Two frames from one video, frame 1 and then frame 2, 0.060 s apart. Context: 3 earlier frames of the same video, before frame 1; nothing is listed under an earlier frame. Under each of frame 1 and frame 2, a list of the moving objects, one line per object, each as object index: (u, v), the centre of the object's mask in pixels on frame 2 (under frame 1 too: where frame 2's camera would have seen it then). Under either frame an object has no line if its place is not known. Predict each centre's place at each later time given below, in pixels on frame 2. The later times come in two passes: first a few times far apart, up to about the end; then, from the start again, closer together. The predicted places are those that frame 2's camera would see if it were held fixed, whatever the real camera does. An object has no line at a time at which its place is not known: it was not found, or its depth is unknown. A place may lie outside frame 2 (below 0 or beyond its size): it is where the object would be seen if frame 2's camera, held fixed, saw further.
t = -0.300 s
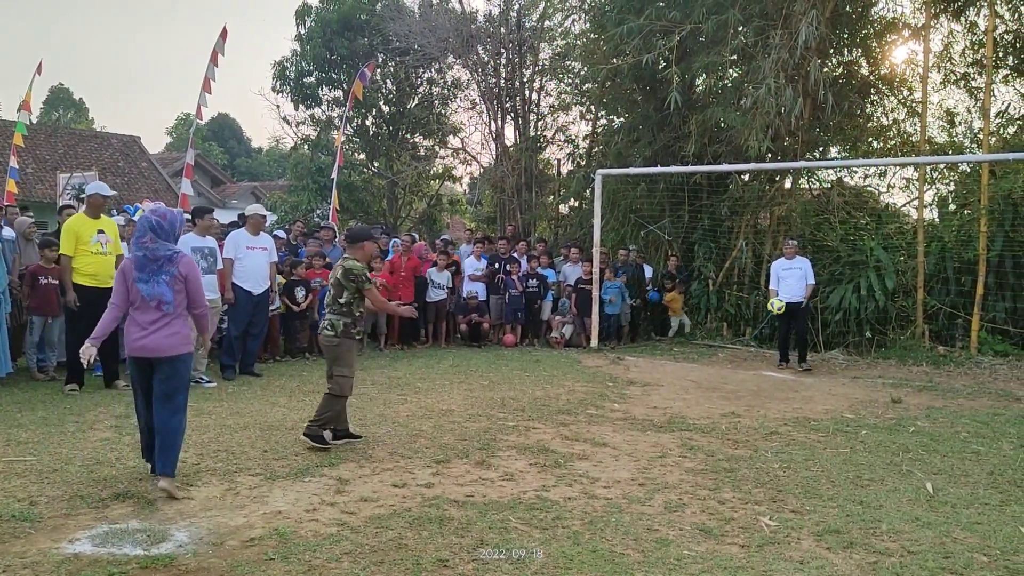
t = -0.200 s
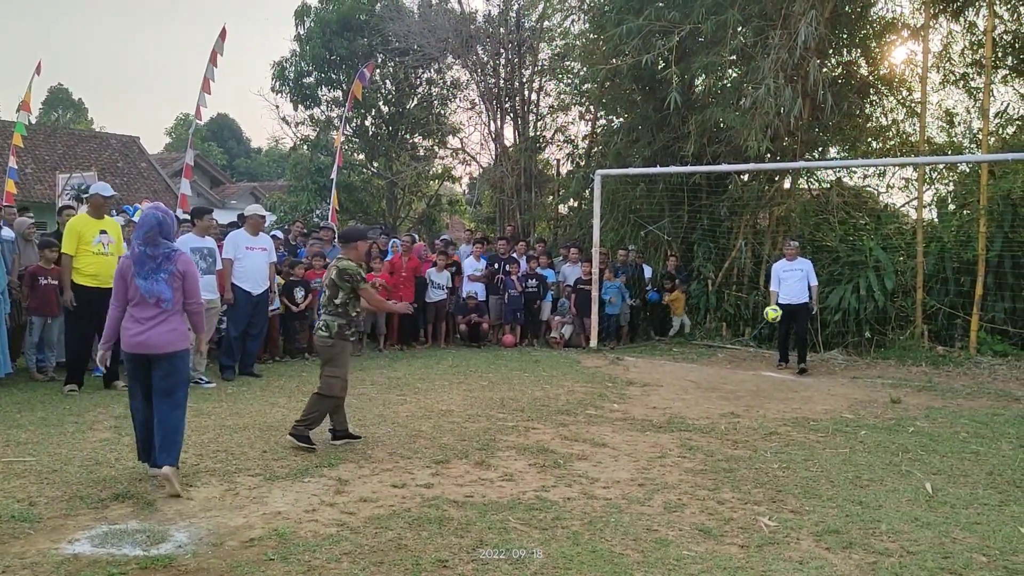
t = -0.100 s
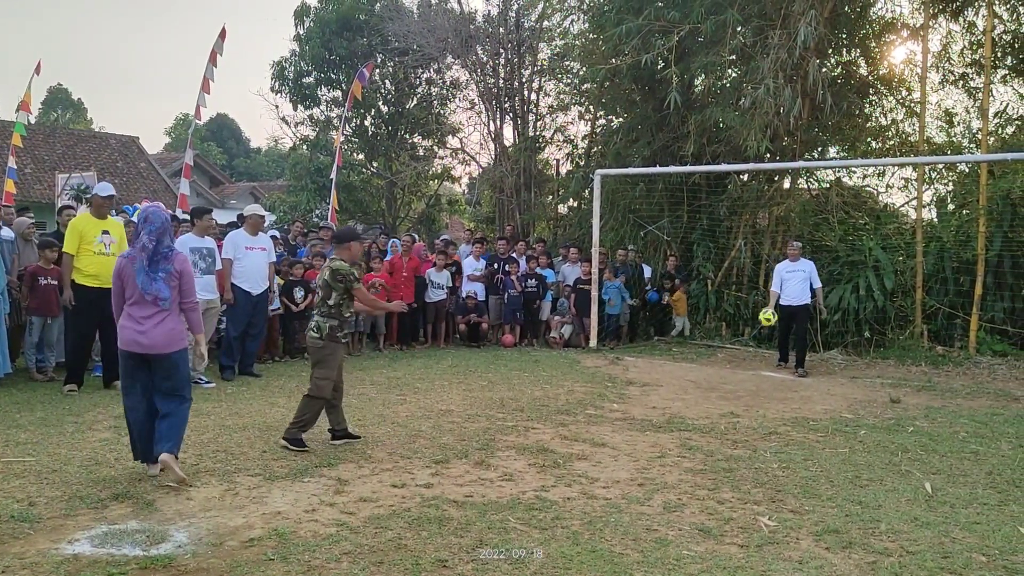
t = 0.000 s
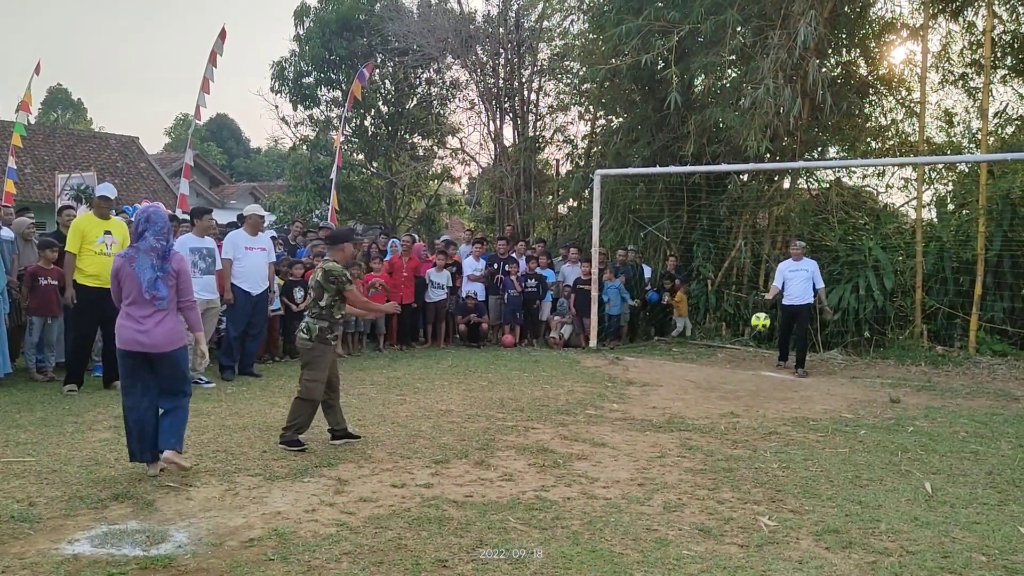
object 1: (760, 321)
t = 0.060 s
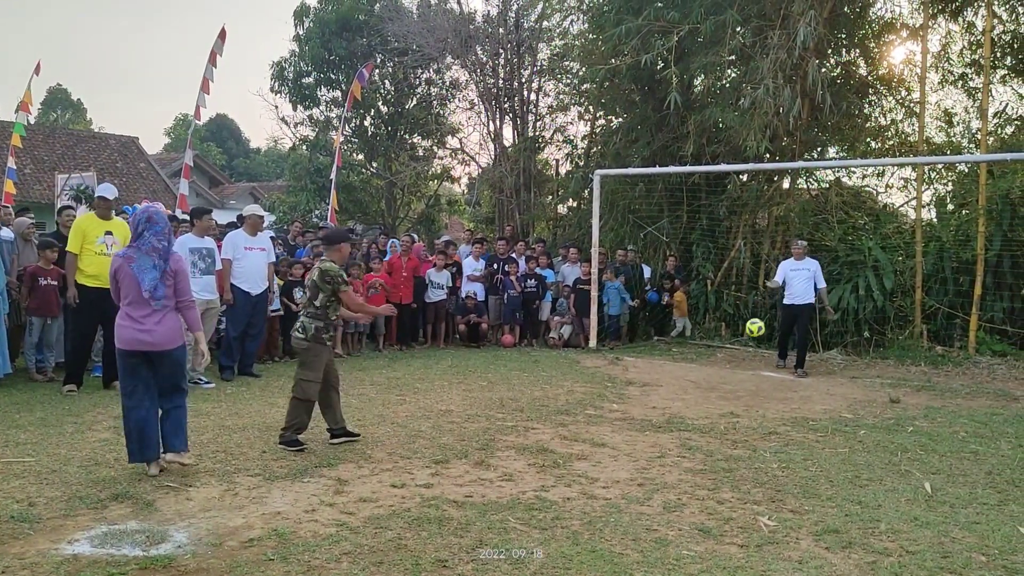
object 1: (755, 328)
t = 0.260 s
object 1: (737, 371)
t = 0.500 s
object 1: (722, 345)
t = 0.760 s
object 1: (703, 360)
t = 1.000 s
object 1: (682, 375)
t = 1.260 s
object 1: (659, 370)
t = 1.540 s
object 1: (628, 405)
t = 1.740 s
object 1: (602, 408)
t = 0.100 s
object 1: (752, 333)
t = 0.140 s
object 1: (748, 339)
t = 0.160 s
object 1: (747, 344)
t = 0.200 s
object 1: (743, 353)
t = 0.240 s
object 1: (739, 365)
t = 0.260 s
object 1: (737, 371)
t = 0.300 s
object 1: (734, 377)
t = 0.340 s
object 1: (732, 368)
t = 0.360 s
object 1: (731, 364)
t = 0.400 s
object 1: (728, 357)
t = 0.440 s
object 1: (726, 351)
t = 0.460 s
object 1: (725, 349)
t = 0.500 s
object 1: (722, 345)
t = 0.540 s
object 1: (720, 343)
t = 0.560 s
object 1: (718, 343)
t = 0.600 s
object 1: (715, 343)
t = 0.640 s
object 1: (712, 345)
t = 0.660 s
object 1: (711, 346)
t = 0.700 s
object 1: (708, 350)
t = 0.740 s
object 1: (704, 356)
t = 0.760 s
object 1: (703, 360)
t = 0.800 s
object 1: (699, 368)
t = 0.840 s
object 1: (696, 378)
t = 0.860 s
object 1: (693, 384)
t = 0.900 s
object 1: (690, 396)
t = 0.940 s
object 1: (687, 387)
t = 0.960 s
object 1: (686, 383)
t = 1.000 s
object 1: (682, 375)
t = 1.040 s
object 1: (679, 370)
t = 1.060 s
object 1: (677, 368)
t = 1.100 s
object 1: (674, 364)
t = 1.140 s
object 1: (671, 363)
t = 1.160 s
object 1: (669, 363)
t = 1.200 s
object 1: (665, 364)
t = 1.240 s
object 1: (661, 367)
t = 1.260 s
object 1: (659, 370)
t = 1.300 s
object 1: (655, 376)
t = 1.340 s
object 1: (650, 384)
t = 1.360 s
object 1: (648, 389)
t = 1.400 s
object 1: (644, 400)
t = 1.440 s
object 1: (639, 414)
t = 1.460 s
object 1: (637, 419)
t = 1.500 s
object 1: (632, 411)
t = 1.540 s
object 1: (628, 405)
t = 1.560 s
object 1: (626, 403)
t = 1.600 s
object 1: (620, 401)
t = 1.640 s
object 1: (616, 400)
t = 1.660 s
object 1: (613, 401)
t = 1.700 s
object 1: (608, 403)
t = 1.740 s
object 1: (602, 408)
